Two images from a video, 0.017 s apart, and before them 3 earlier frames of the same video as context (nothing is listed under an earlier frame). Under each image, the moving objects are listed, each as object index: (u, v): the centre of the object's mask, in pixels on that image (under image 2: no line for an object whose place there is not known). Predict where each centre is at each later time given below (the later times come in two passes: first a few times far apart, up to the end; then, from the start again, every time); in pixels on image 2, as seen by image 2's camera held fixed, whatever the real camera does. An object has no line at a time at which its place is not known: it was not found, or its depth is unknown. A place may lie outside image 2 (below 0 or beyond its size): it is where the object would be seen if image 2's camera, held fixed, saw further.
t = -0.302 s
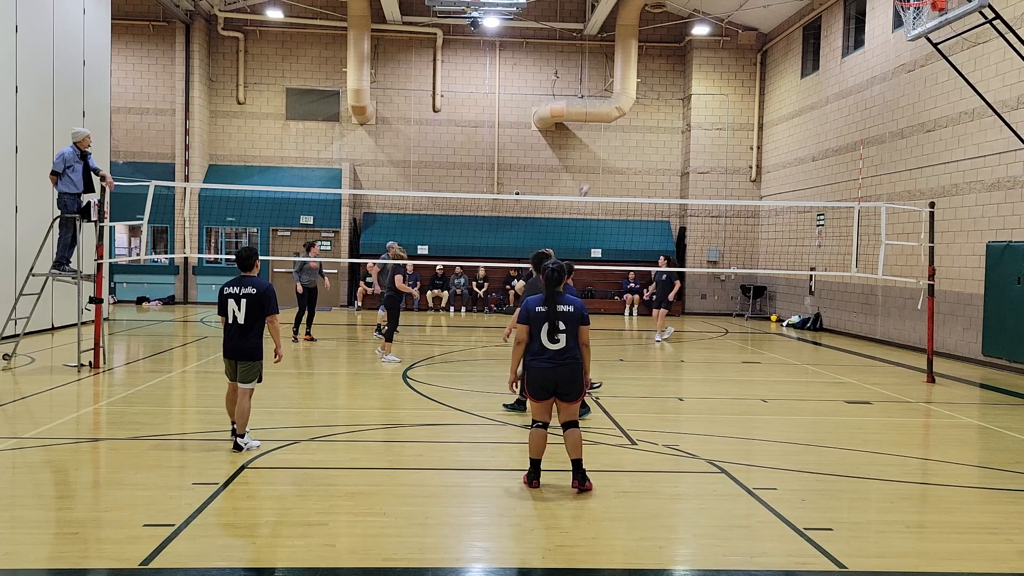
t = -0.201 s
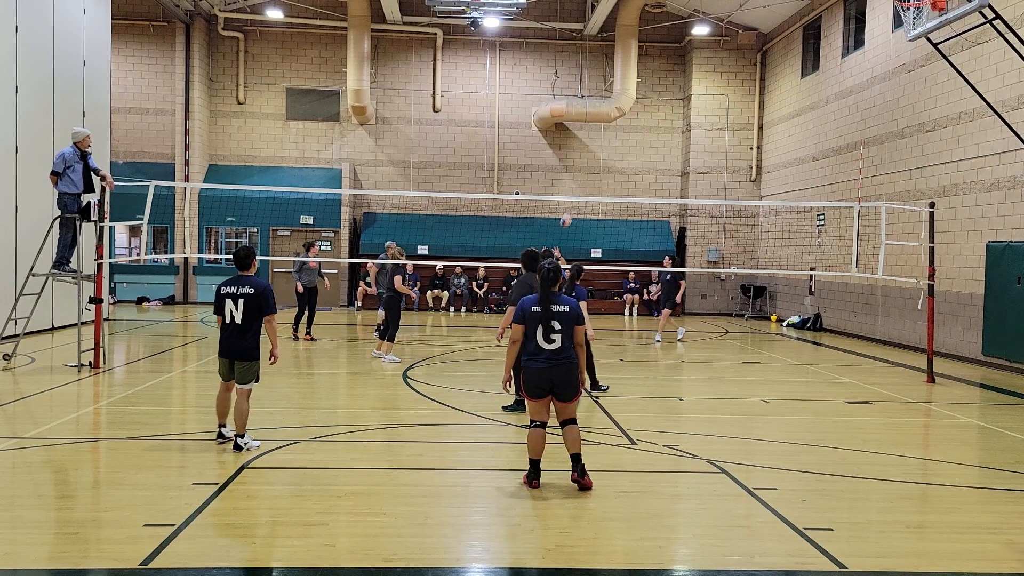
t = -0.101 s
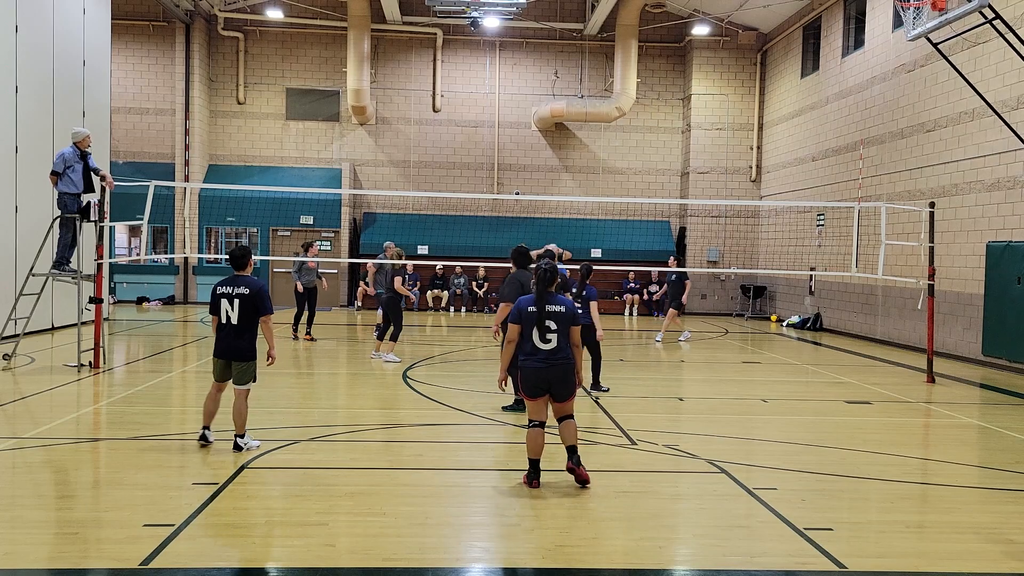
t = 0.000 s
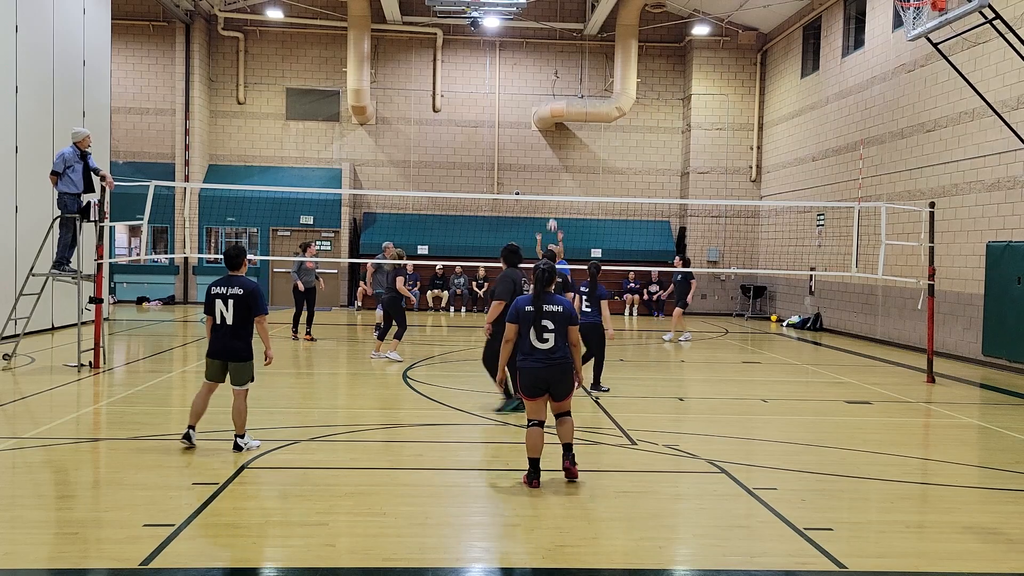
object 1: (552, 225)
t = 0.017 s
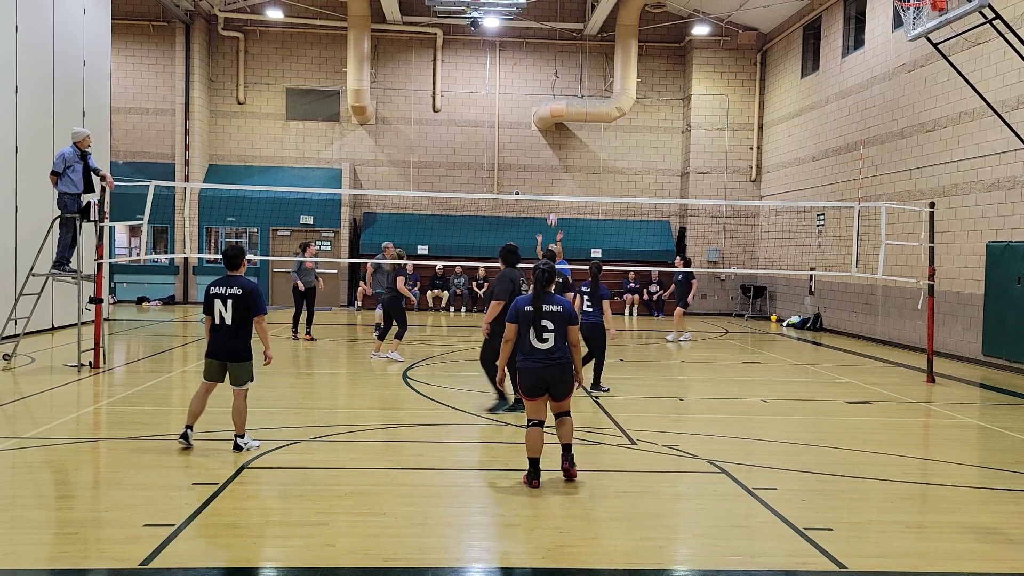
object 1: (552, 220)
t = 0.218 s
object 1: (554, 167)
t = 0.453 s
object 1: (557, 128)
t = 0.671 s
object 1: (559, 122)
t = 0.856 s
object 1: (560, 137)
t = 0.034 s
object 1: (552, 215)
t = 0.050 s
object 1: (552, 209)
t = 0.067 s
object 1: (552, 206)
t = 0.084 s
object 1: (553, 201)
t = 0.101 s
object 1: (553, 192)
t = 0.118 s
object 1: (553, 190)
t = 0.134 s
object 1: (553, 187)
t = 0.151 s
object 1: (553, 182)
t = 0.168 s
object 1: (554, 178)
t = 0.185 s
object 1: (554, 174)
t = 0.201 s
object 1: (554, 170)
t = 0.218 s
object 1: (554, 167)
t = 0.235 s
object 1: (555, 163)
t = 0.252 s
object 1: (555, 160)
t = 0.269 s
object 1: (555, 156)
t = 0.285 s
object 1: (555, 153)
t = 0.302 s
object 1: (556, 150)
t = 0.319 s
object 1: (556, 147)
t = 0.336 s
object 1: (556, 144)
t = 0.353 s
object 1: (556, 142)
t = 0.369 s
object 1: (556, 140)
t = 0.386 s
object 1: (556, 136)
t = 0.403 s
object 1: (556, 133)
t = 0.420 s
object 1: (557, 131)
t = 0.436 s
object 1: (557, 129)
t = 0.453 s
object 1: (557, 128)
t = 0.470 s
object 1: (557, 126)
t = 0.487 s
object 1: (557, 126)
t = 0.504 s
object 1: (557, 125)
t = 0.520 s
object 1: (557, 124)
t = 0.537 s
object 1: (557, 123)
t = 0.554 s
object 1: (558, 122)
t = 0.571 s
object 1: (558, 122)
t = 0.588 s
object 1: (558, 122)
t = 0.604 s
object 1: (558, 122)
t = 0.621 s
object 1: (558, 121)
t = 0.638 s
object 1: (558, 121)
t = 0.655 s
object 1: (558, 121)
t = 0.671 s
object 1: (559, 122)
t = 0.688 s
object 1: (559, 122)
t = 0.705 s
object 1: (559, 123)
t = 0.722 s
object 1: (559, 124)
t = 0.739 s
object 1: (559, 125)
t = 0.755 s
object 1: (559, 126)
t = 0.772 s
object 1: (559, 127)
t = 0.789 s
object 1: (559, 128)
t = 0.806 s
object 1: (560, 129)
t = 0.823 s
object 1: (560, 131)
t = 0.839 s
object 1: (560, 133)
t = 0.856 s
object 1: (560, 137)
